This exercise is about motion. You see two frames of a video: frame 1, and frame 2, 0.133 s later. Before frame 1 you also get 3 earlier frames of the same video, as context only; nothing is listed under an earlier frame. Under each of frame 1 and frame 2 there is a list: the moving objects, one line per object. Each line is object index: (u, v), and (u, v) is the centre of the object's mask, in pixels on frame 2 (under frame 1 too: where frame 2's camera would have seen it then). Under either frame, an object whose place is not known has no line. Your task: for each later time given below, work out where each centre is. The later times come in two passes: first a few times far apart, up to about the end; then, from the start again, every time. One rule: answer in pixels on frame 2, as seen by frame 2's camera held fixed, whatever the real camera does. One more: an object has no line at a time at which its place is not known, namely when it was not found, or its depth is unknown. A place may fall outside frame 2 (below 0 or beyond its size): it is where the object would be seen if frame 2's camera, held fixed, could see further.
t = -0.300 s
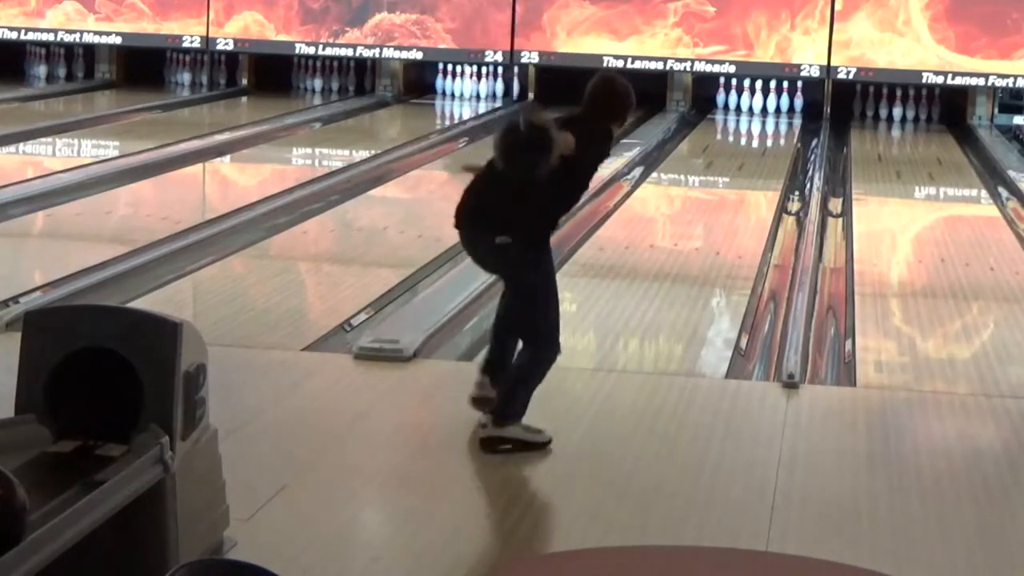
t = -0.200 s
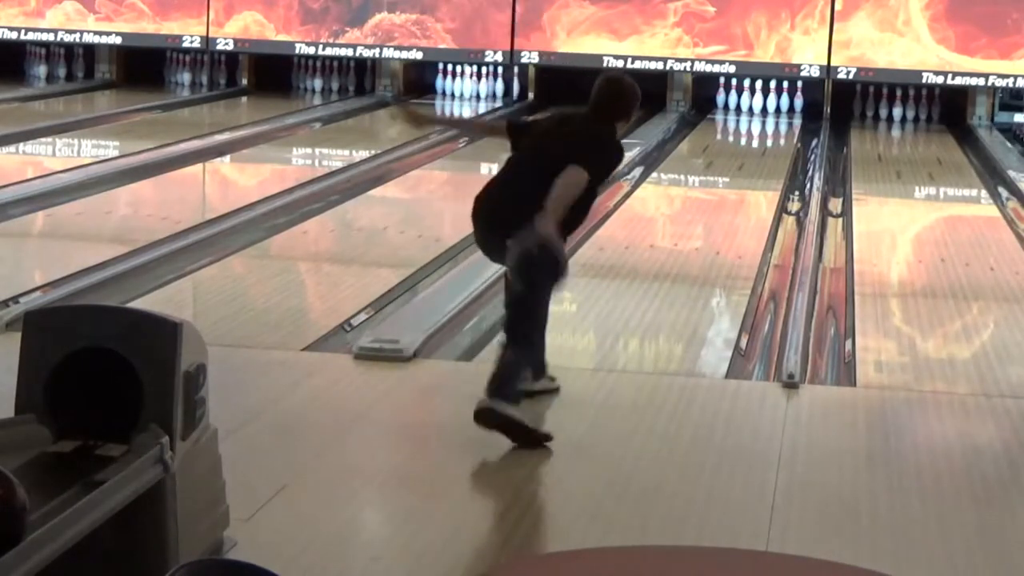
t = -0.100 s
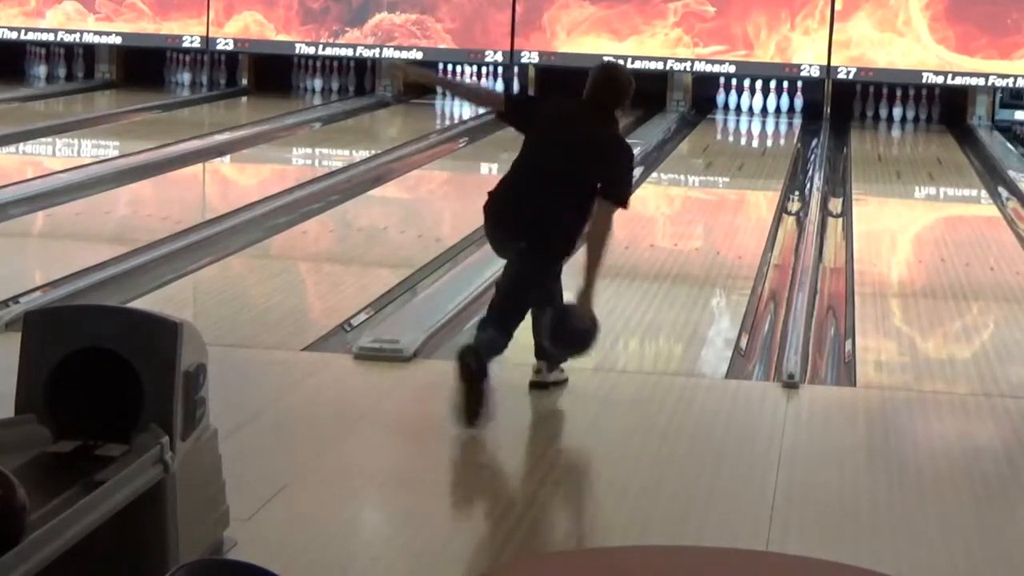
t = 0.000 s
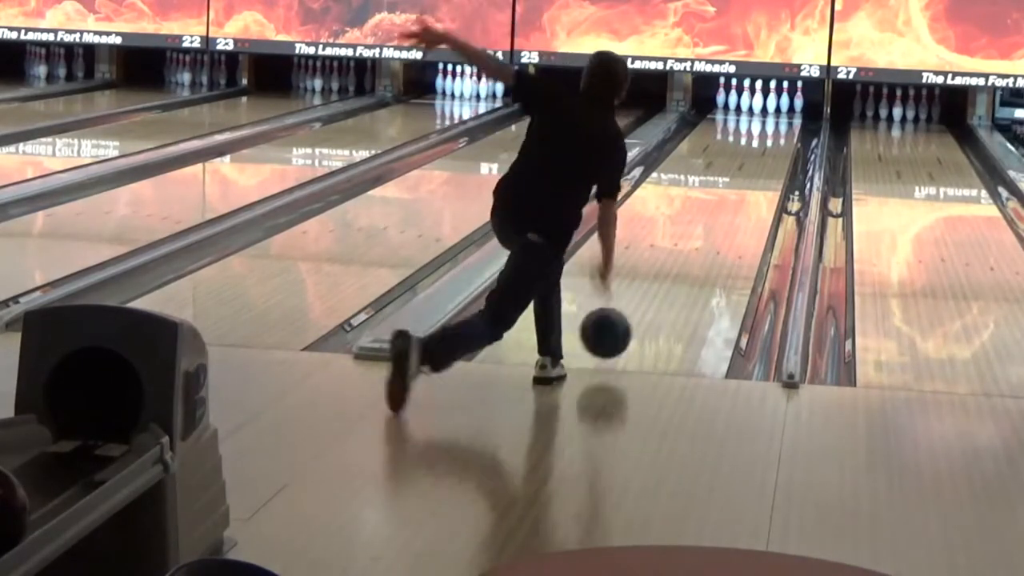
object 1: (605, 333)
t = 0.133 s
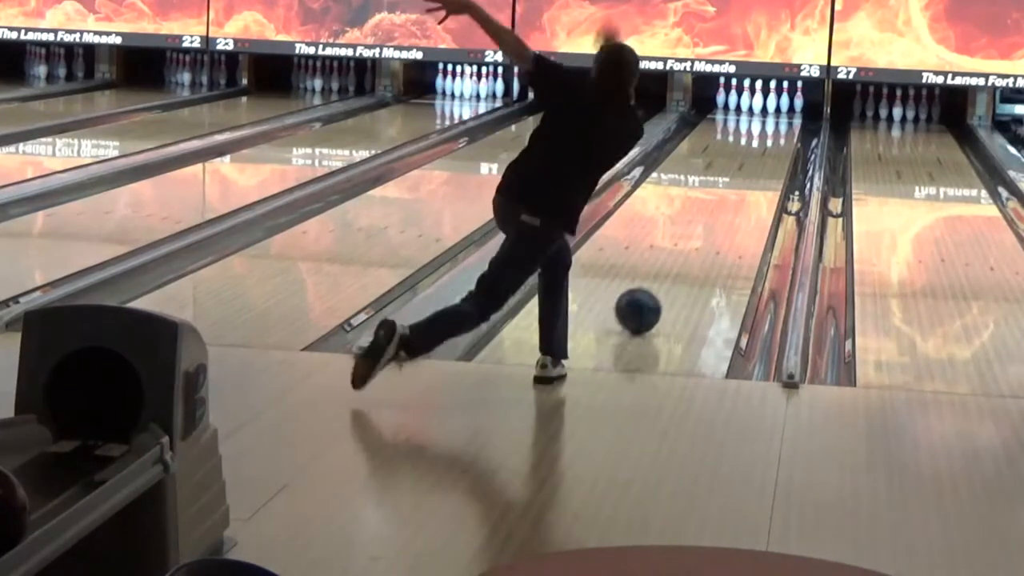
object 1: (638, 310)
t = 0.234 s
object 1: (659, 287)
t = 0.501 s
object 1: (701, 239)
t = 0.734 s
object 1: (727, 207)
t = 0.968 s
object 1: (747, 182)
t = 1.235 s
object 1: (763, 160)
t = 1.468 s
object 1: (772, 145)
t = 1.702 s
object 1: (777, 132)
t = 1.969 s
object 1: (776, 119)
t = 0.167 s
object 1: (645, 303)
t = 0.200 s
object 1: (652, 295)
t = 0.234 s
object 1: (659, 287)
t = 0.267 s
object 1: (665, 280)
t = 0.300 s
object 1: (670, 274)
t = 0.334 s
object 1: (676, 267)
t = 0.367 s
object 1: (681, 261)
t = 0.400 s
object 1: (687, 255)
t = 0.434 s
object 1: (691, 249)
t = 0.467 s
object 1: (696, 244)
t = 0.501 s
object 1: (701, 239)
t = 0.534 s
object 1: (705, 234)
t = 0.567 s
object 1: (709, 229)
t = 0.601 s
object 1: (713, 224)
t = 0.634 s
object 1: (717, 220)
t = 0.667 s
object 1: (720, 216)
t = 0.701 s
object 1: (724, 211)
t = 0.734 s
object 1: (727, 207)
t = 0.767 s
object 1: (730, 203)
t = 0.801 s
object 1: (733, 200)
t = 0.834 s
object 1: (736, 196)
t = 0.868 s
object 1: (739, 192)
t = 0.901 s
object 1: (741, 189)
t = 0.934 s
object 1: (744, 186)
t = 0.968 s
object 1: (747, 182)
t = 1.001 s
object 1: (749, 179)
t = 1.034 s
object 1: (752, 176)
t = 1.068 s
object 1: (754, 173)
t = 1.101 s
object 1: (756, 170)
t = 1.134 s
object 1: (758, 168)
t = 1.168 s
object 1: (760, 165)
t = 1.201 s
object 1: (761, 163)
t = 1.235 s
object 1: (763, 160)
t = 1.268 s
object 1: (765, 158)
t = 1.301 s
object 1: (766, 156)
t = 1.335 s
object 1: (767, 154)
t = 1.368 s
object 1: (769, 151)
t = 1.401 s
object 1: (770, 149)
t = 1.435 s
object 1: (771, 147)
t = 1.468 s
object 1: (772, 145)
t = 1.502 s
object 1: (773, 143)
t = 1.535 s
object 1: (774, 141)
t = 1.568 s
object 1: (775, 139)
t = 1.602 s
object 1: (776, 137)
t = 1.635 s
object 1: (776, 135)
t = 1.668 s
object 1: (777, 133)
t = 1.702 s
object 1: (777, 132)
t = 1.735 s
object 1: (777, 130)
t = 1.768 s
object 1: (777, 128)
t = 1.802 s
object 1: (778, 126)
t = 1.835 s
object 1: (777, 125)
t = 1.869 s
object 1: (776, 123)
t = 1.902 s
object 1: (777, 122)
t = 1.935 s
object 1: (776, 121)
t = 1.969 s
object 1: (776, 119)
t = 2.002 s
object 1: (775, 117)
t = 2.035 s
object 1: (774, 116)
